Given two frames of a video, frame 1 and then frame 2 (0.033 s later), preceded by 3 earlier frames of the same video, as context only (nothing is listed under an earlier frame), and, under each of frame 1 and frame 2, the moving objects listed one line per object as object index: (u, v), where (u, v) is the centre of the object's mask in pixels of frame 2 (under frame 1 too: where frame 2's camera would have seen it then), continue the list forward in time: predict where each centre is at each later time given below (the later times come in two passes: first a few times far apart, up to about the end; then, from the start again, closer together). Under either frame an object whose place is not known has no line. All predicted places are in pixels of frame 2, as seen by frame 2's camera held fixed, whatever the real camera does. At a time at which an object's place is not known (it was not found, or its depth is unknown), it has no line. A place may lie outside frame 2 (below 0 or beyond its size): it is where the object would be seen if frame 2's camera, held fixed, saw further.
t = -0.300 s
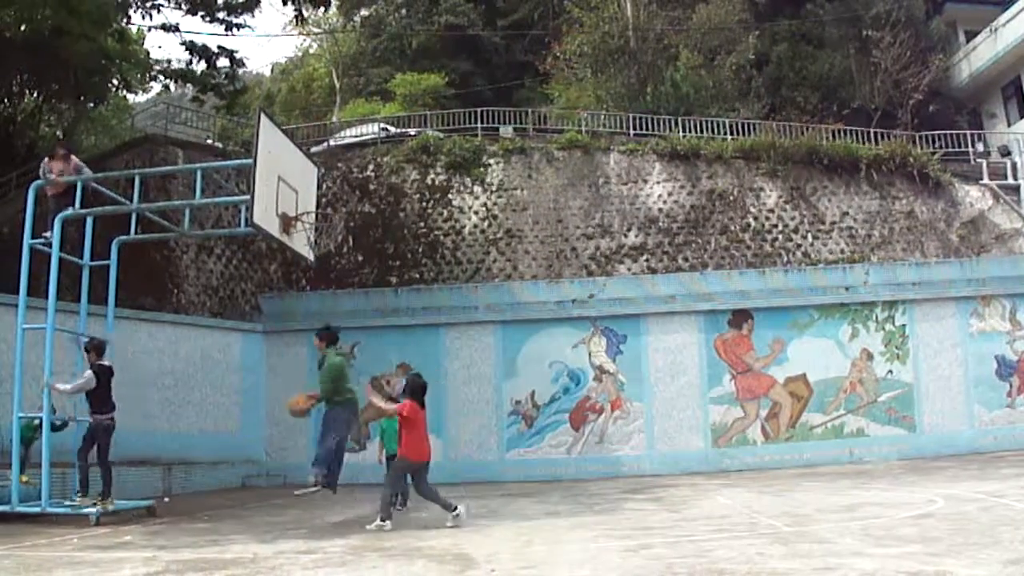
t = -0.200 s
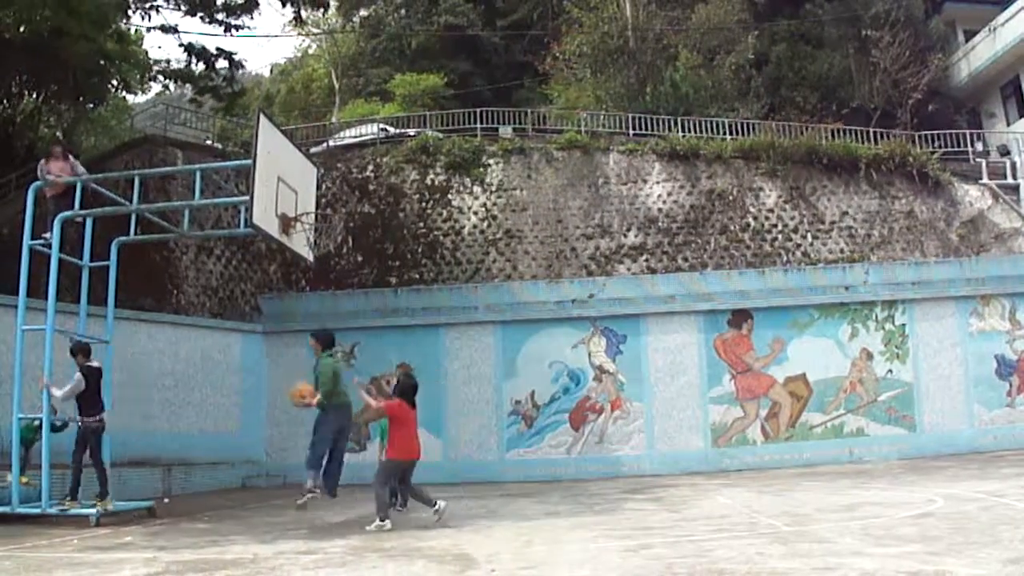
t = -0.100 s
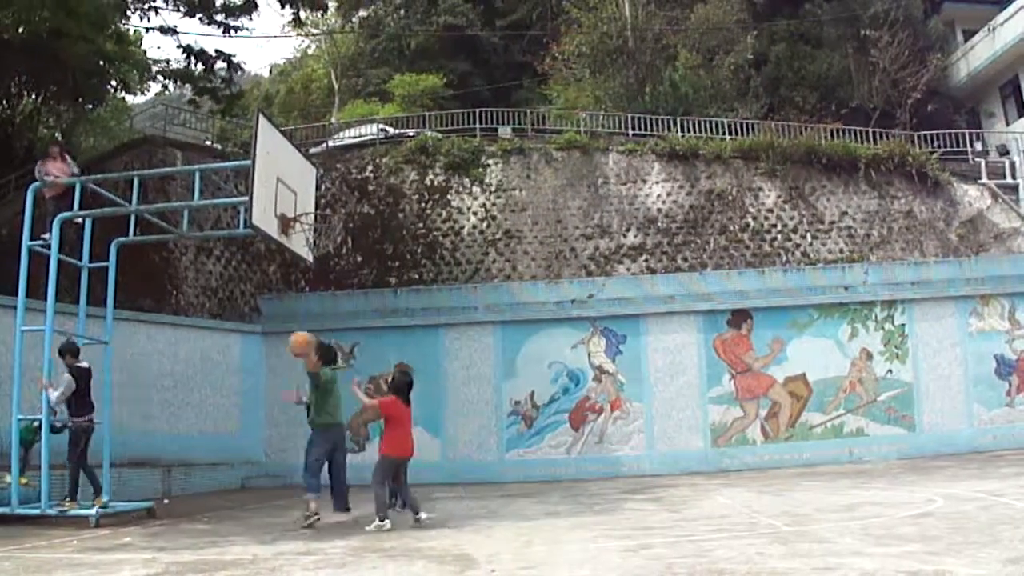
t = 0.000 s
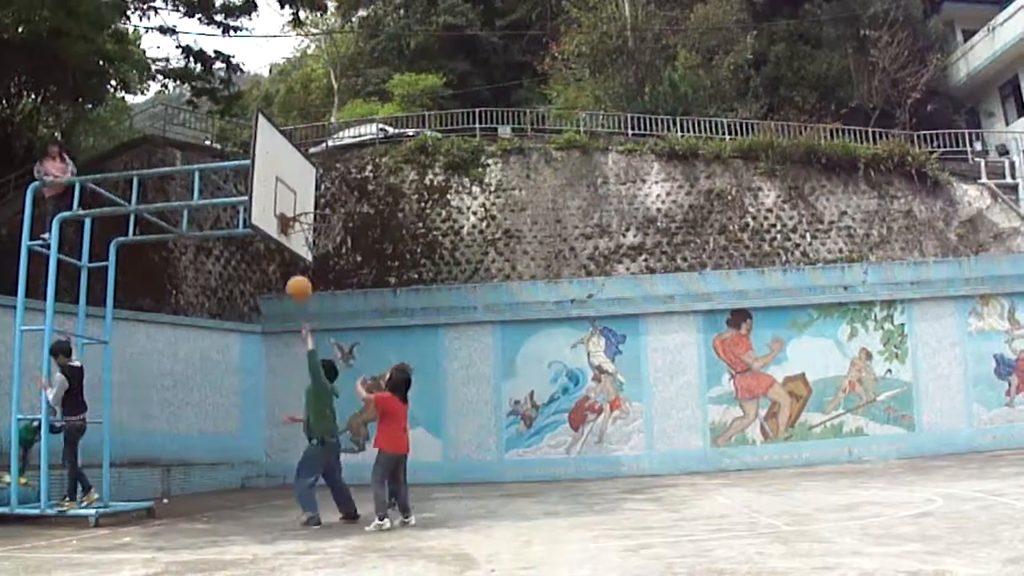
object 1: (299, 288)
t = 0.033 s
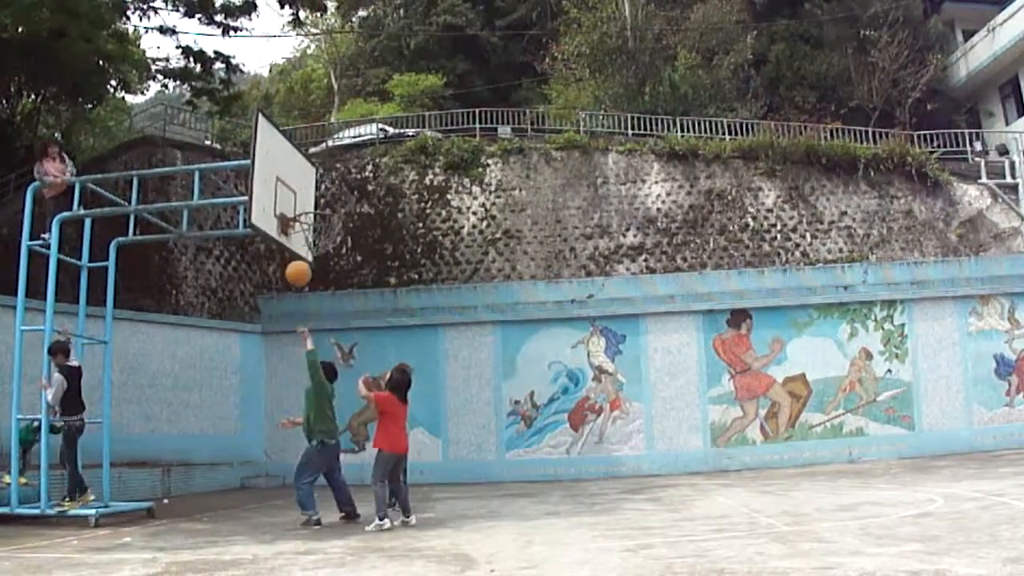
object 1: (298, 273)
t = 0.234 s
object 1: (293, 208)
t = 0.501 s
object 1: (294, 193)
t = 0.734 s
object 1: (324, 216)
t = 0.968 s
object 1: (317, 225)
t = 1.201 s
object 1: (295, 253)
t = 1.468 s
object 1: (270, 348)
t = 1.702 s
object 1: (249, 493)
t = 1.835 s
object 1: (242, 465)
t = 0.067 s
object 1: (296, 260)
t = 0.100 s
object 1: (296, 245)
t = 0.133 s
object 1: (295, 235)
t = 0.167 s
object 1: (294, 225)
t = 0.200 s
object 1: (294, 217)
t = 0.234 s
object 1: (293, 208)
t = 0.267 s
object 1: (292, 202)
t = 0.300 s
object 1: (291, 197)
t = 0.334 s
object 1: (290, 193)
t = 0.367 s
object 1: (290, 190)
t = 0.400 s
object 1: (288, 188)
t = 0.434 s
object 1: (288, 187)
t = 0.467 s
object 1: (290, 189)
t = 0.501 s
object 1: (294, 193)
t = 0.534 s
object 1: (297, 198)
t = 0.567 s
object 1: (299, 203)
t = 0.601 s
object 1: (303, 207)
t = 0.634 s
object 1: (308, 211)
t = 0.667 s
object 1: (313, 212)
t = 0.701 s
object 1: (319, 214)
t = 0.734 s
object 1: (324, 216)
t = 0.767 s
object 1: (326, 220)
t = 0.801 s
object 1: (326, 220)
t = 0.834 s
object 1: (324, 221)
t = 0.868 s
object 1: (324, 225)
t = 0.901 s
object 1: (321, 227)
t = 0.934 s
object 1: (319, 228)
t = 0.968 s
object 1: (317, 225)
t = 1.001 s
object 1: (312, 230)
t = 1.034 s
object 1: (308, 231)
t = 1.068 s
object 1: (306, 232)
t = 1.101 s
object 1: (304, 235)
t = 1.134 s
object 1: (301, 240)
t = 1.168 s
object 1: (298, 245)
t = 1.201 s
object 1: (295, 253)
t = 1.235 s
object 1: (292, 261)
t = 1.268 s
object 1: (290, 269)
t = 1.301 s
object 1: (286, 280)
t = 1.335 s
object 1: (283, 290)
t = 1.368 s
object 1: (280, 301)
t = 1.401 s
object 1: (277, 314)
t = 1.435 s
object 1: (274, 331)
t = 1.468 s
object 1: (270, 348)
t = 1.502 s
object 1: (268, 365)
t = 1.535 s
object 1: (265, 383)
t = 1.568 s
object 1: (261, 403)
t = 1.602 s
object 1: (258, 425)
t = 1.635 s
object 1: (256, 446)
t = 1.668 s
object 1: (254, 469)
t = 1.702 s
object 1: (249, 493)
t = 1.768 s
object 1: (245, 501)
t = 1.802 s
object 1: (242, 481)
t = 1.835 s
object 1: (242, 465)
